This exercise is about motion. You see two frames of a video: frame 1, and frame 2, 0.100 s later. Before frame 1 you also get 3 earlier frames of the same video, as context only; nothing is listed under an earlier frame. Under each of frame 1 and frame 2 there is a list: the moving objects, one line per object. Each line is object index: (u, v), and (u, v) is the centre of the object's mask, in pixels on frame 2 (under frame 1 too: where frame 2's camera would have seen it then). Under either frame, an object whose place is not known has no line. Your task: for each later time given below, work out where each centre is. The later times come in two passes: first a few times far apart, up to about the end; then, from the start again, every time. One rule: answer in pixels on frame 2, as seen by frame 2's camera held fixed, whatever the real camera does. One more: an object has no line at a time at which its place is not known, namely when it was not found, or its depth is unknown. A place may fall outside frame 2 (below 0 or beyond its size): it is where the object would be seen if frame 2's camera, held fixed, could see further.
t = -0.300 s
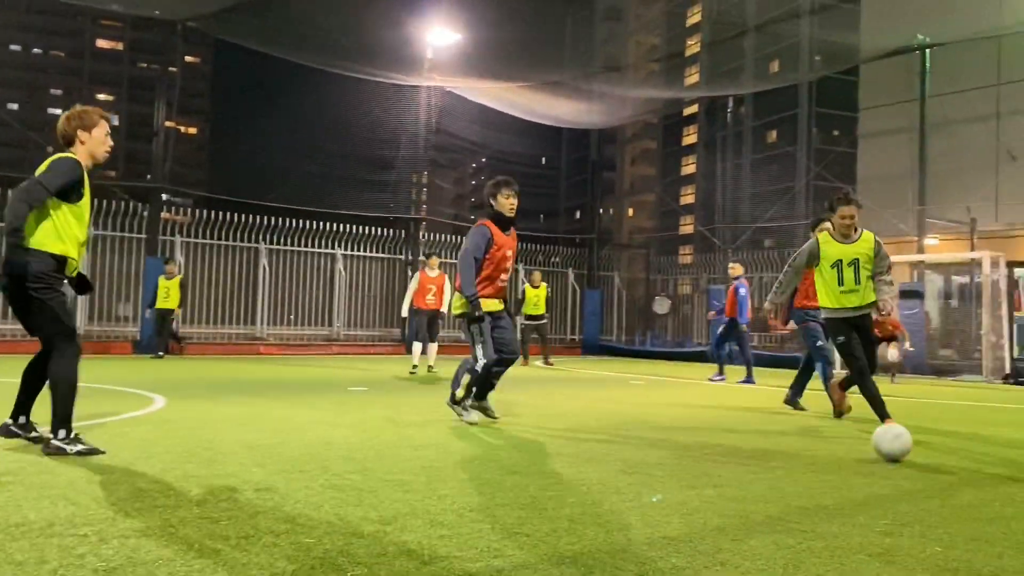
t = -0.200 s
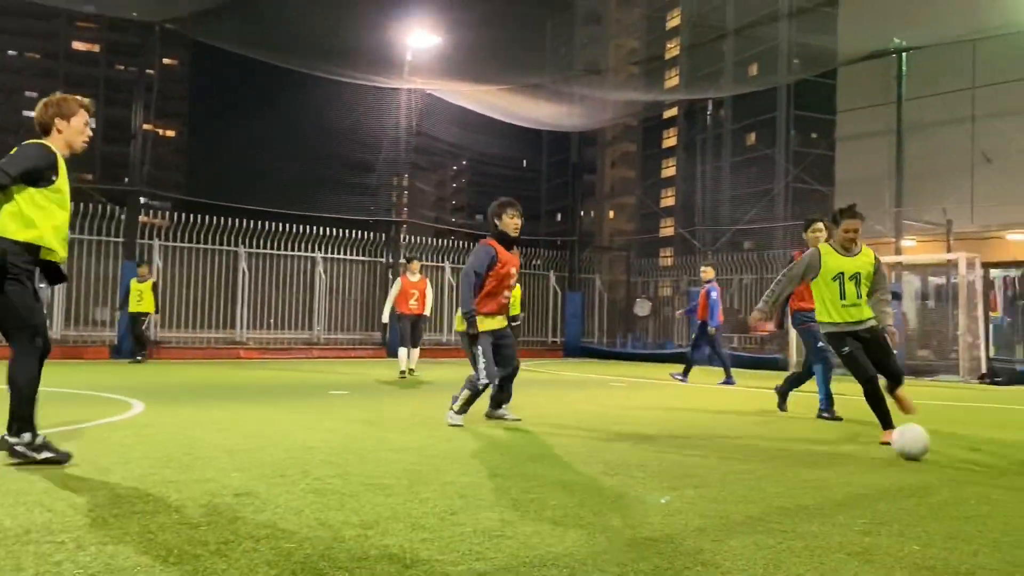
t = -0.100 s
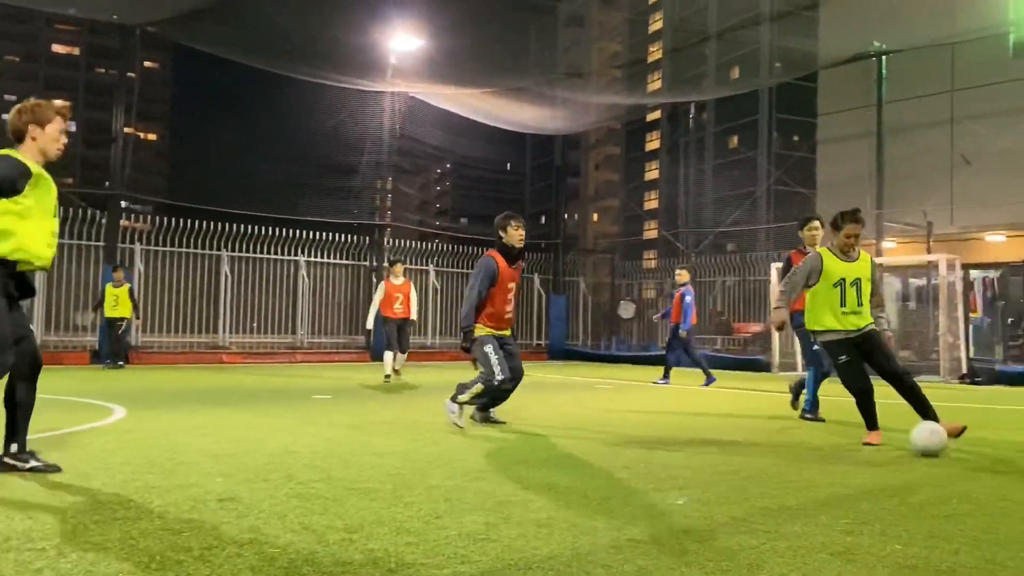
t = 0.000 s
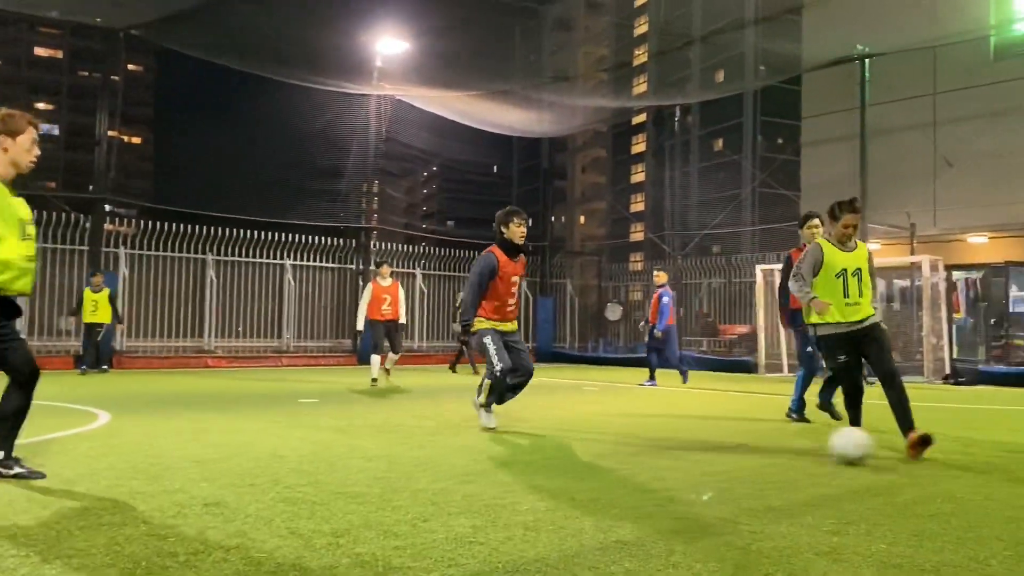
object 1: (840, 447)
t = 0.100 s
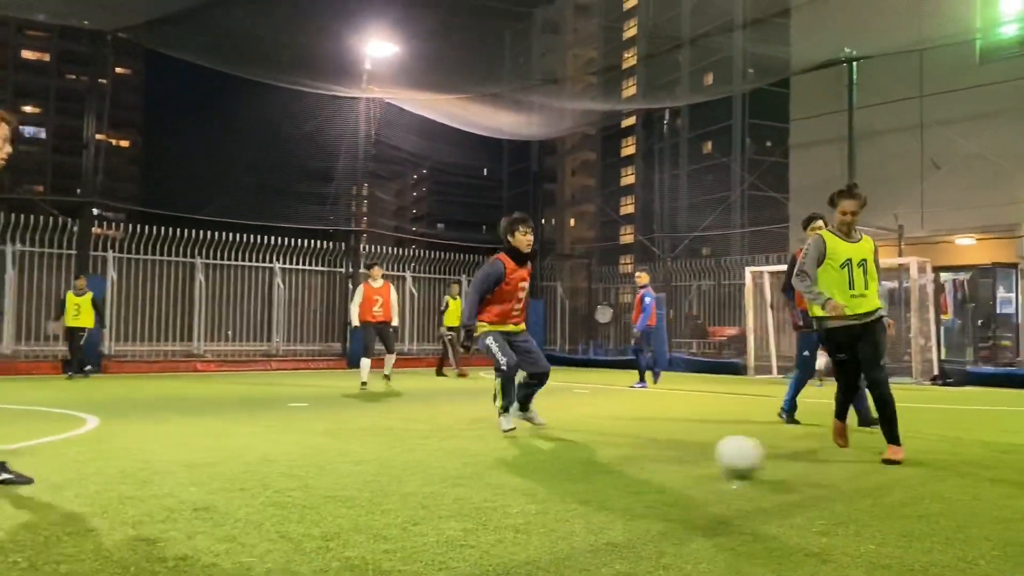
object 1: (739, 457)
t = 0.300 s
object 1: (493, 473)
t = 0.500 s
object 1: (156, 513)
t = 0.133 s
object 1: (702, 459)
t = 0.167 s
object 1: (666, 462)
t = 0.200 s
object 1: (623, 469)
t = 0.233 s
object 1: (581, 470)
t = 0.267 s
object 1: (540, 469)
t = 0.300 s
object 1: (493, 473)
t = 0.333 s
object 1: (443, 480)
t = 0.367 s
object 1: (391, 491)
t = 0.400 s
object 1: (333, 504)
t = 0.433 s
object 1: (277, 507)
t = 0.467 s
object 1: (222, 508)
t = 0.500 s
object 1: (156, 513)
